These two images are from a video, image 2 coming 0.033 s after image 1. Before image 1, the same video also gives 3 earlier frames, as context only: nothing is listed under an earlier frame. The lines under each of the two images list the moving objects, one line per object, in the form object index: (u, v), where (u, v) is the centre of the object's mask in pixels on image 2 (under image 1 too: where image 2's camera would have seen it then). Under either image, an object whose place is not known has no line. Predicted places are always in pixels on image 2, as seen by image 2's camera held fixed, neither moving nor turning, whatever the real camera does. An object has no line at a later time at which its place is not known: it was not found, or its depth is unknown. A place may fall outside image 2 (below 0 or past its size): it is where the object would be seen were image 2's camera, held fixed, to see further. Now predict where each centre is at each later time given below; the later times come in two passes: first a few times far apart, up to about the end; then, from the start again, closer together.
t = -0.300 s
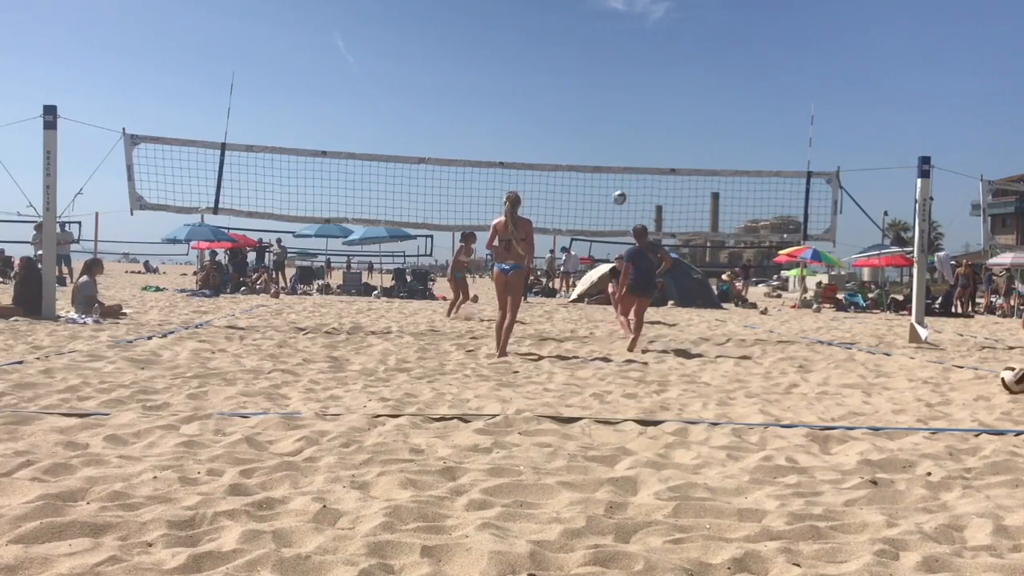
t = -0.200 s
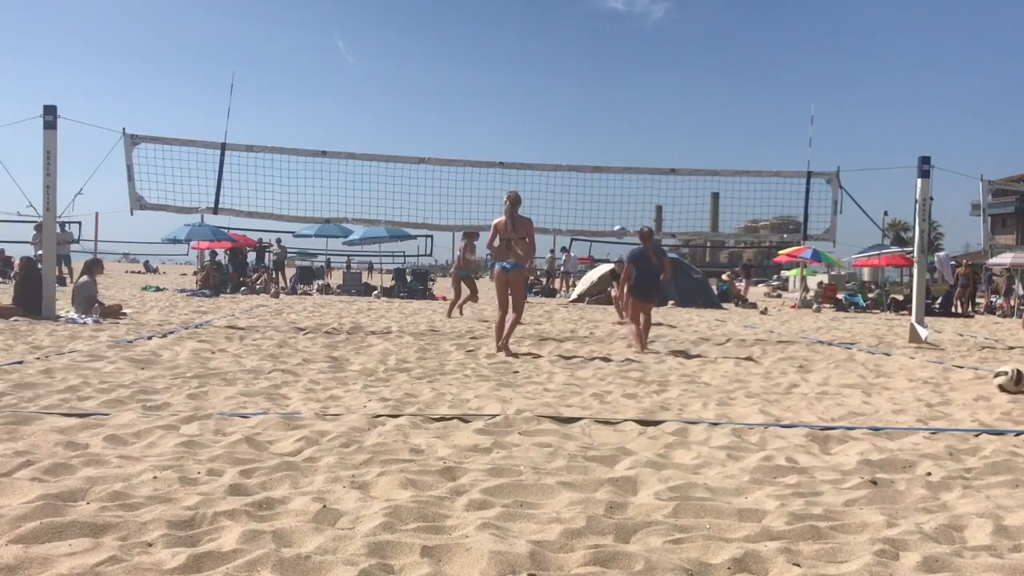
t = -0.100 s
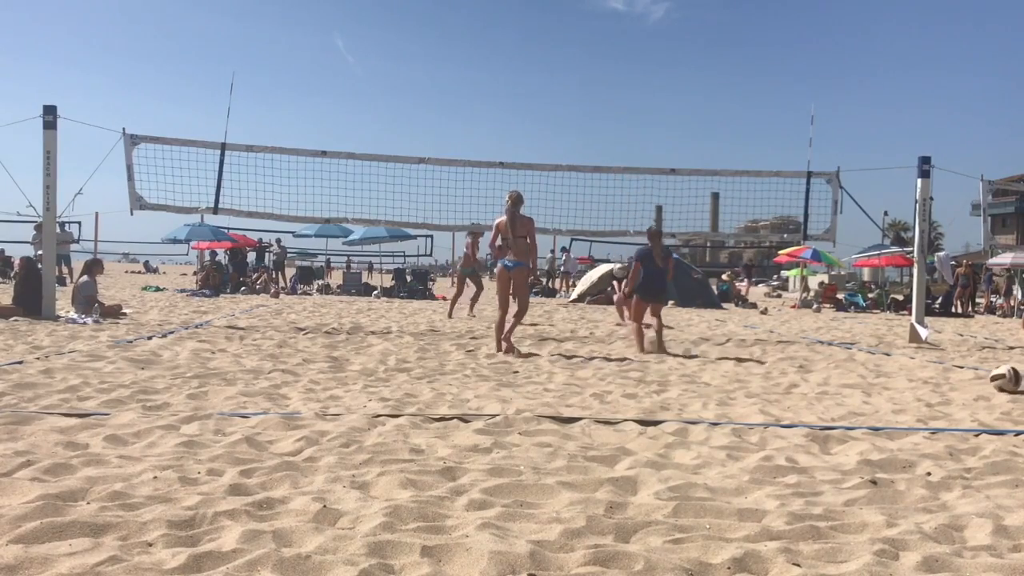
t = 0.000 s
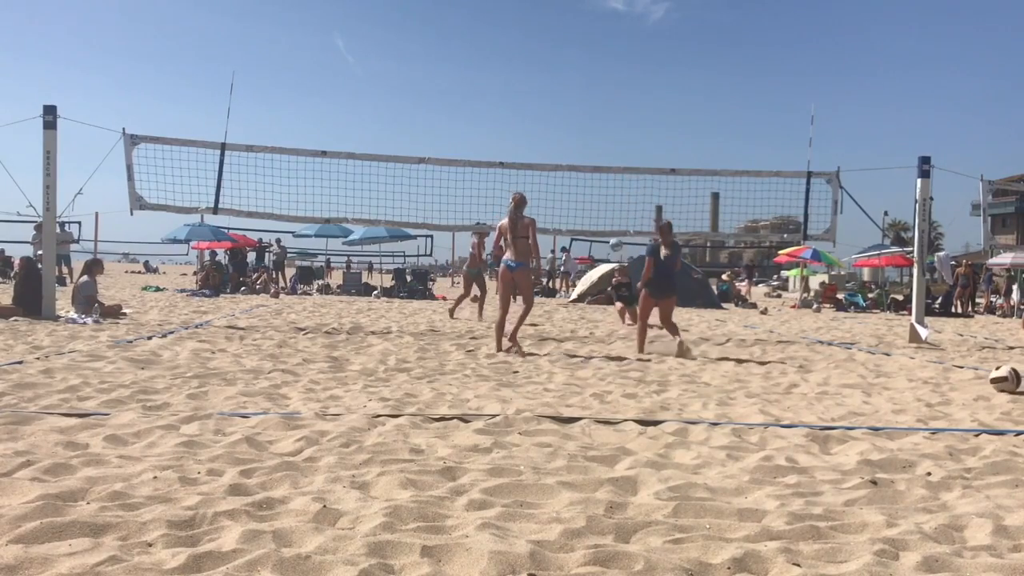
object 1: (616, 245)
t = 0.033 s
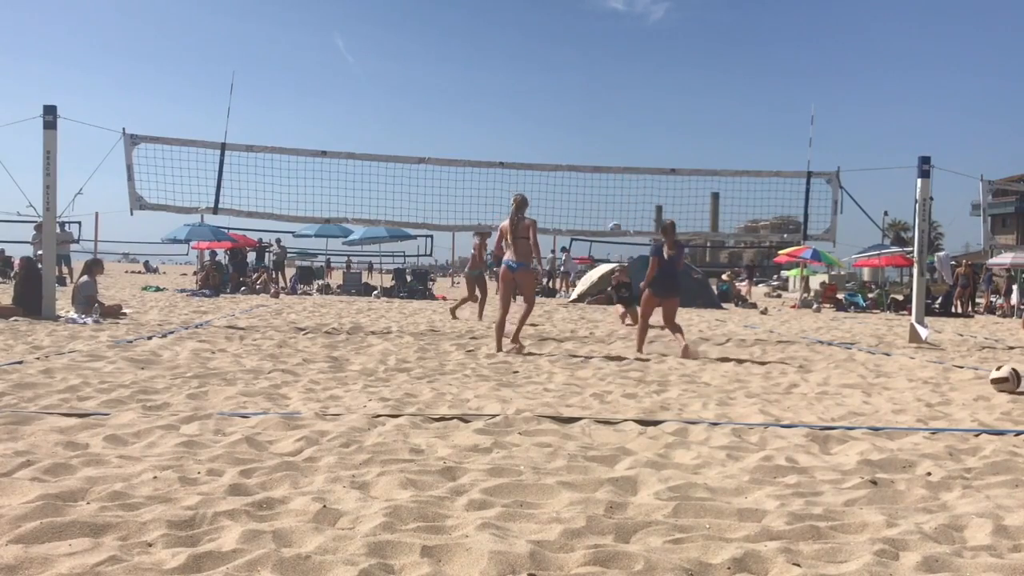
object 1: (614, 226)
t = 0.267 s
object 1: (603, 135)
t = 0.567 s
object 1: (589, 62)
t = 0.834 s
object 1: (576, 43)
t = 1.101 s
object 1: (564, 68)
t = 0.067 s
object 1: (612, 213)
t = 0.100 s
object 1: (611, 198)
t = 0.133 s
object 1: (609, 185)
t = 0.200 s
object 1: (606, 159)
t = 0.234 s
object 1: (604, 147)
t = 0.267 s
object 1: (603, 135)
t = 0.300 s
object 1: (601, 125)
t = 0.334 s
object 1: (599, 114)
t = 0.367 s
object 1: (598, 105)
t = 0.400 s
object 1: (597, 96)
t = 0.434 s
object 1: (595, 88)
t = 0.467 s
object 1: (593, 80)
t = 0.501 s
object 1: (592, 74)
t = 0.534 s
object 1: (591, 68)
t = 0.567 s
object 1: (589, 62)
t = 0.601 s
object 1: (587, 57)
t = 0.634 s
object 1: (586, 53)
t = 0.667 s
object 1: (584, 50)
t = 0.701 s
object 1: (583, 47)
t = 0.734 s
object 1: (581, 45)
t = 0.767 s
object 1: (580, 43)
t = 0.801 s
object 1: (578, 43)
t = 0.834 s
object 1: (576, 43)
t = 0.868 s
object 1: (575, 43)
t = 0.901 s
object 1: (574, 44)
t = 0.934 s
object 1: (572, 47)
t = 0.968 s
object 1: (570, 50)
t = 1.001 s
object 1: (569, 53)
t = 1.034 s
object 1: (567, 58)
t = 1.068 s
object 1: (565, 63)
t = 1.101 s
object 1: (564, 68)
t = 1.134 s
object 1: (562, 74)
